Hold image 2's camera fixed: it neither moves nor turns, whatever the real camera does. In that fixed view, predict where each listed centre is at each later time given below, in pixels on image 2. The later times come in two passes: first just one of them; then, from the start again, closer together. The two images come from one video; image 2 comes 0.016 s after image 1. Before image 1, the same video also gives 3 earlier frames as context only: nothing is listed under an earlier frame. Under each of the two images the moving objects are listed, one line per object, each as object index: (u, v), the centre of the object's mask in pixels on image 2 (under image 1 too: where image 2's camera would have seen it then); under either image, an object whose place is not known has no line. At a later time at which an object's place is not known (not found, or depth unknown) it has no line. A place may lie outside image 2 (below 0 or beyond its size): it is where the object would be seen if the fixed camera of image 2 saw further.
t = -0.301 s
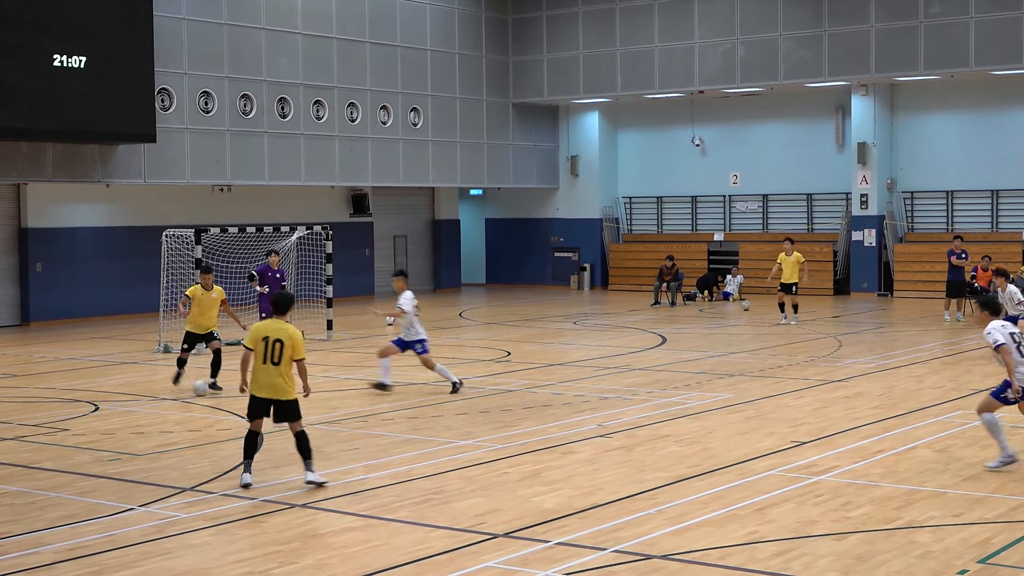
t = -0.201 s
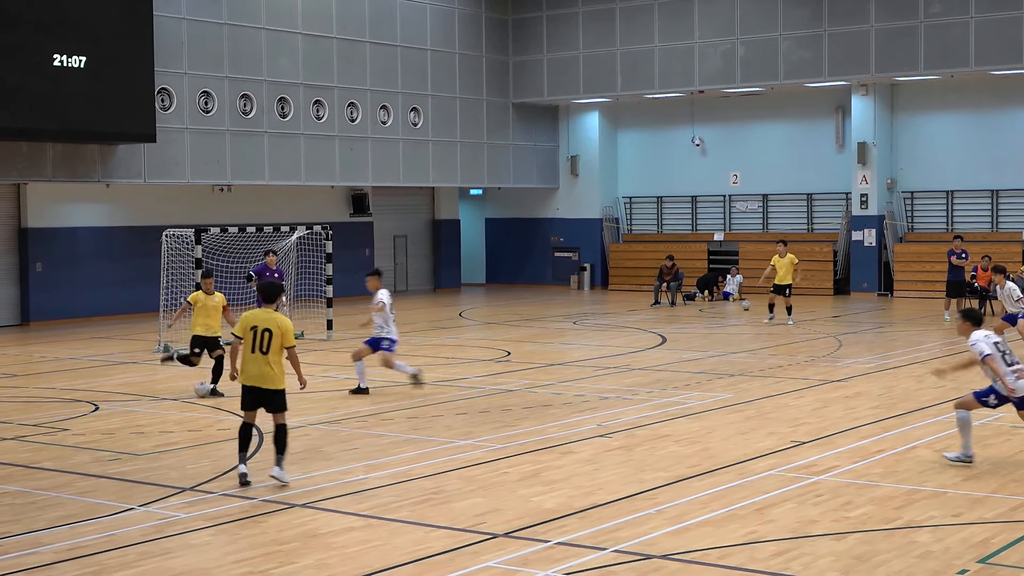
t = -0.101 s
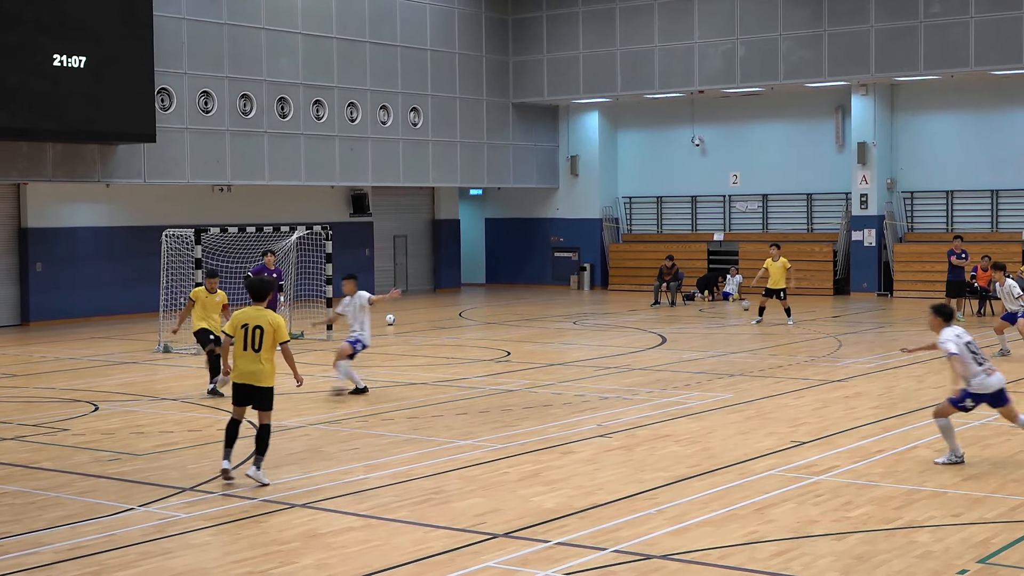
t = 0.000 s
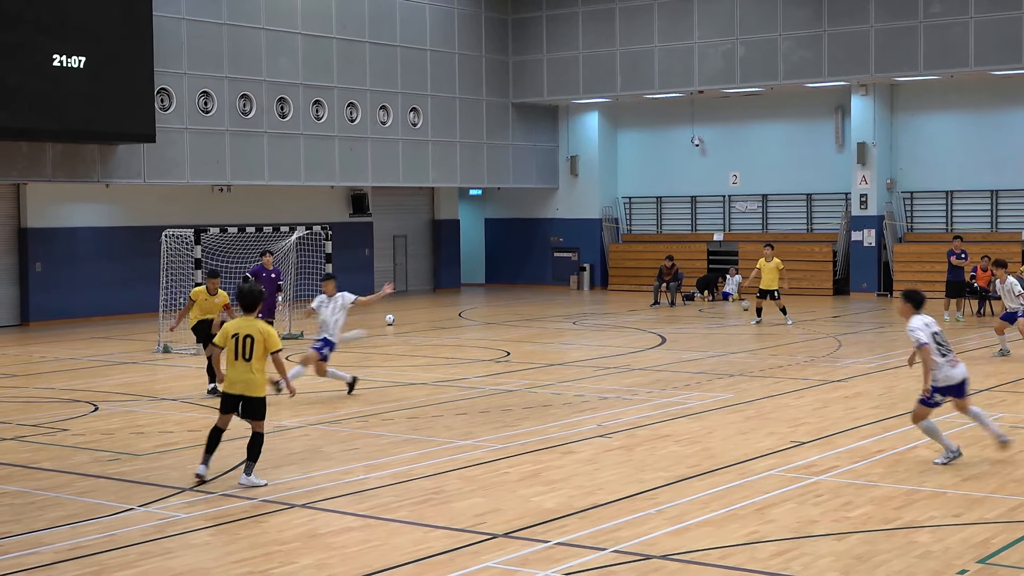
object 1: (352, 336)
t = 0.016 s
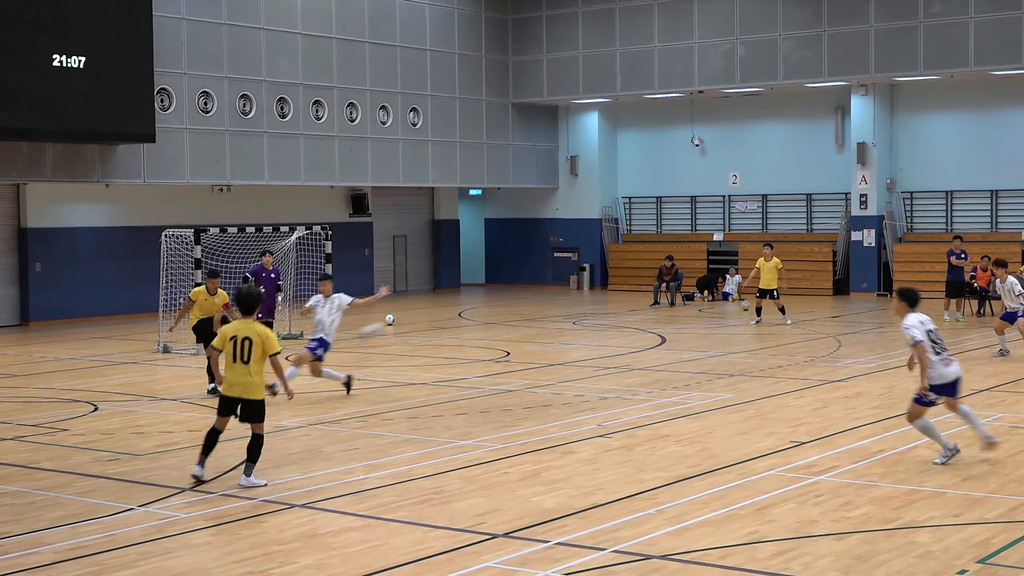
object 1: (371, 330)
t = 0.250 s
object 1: (668, 258)
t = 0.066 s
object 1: (432, 311)
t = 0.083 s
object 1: (452, 303)
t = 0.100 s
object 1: (473, 297)
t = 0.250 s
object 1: (668, 258)
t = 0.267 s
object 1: (691, 254)
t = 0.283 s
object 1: (714, 249)
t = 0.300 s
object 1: (735, 245)
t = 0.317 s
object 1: (758, 241)
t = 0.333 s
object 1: (780, 238)
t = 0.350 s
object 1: (804, 235)
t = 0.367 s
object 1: (829, 231)
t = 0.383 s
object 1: (854, 228)
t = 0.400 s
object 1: (879, 224)
